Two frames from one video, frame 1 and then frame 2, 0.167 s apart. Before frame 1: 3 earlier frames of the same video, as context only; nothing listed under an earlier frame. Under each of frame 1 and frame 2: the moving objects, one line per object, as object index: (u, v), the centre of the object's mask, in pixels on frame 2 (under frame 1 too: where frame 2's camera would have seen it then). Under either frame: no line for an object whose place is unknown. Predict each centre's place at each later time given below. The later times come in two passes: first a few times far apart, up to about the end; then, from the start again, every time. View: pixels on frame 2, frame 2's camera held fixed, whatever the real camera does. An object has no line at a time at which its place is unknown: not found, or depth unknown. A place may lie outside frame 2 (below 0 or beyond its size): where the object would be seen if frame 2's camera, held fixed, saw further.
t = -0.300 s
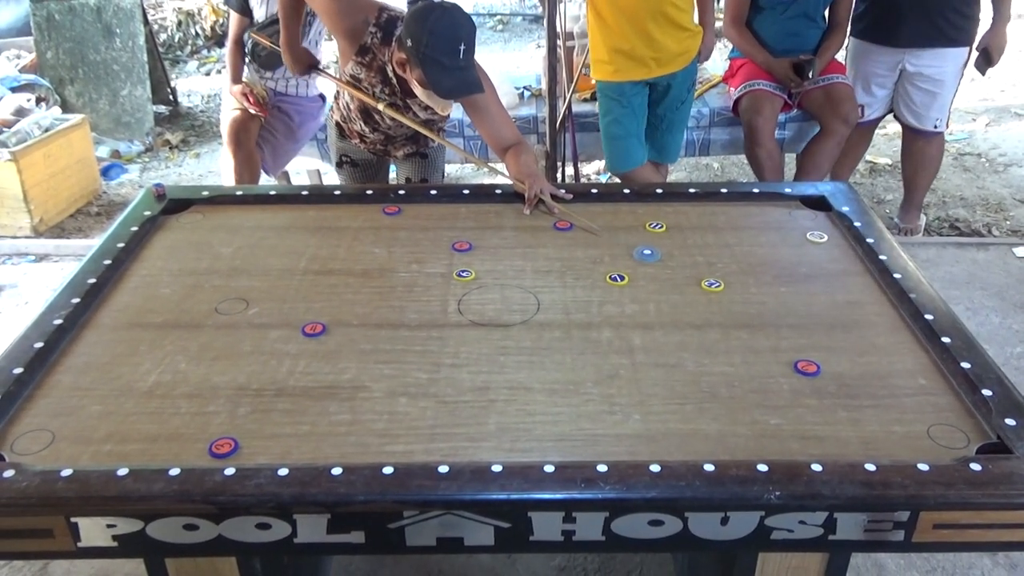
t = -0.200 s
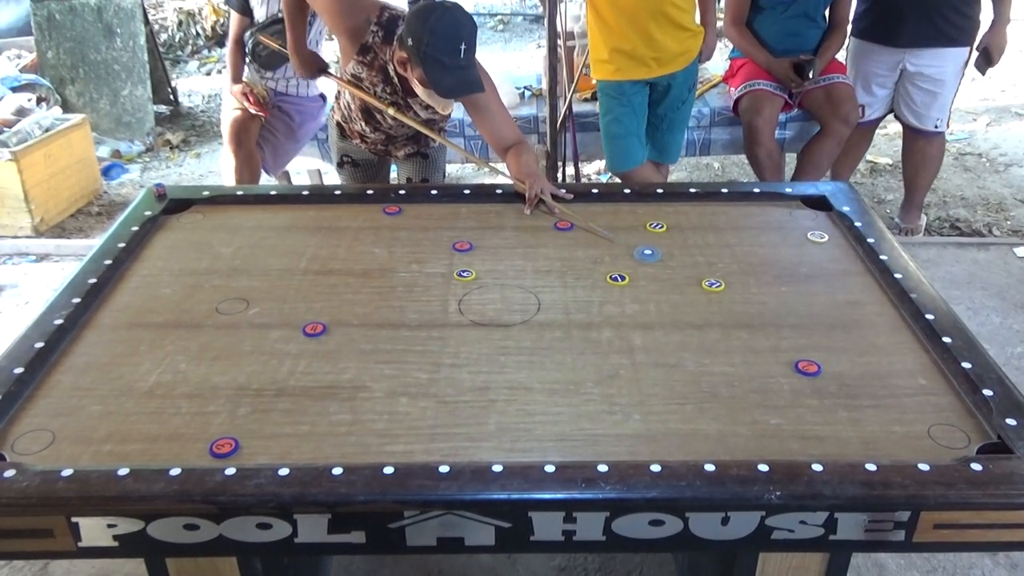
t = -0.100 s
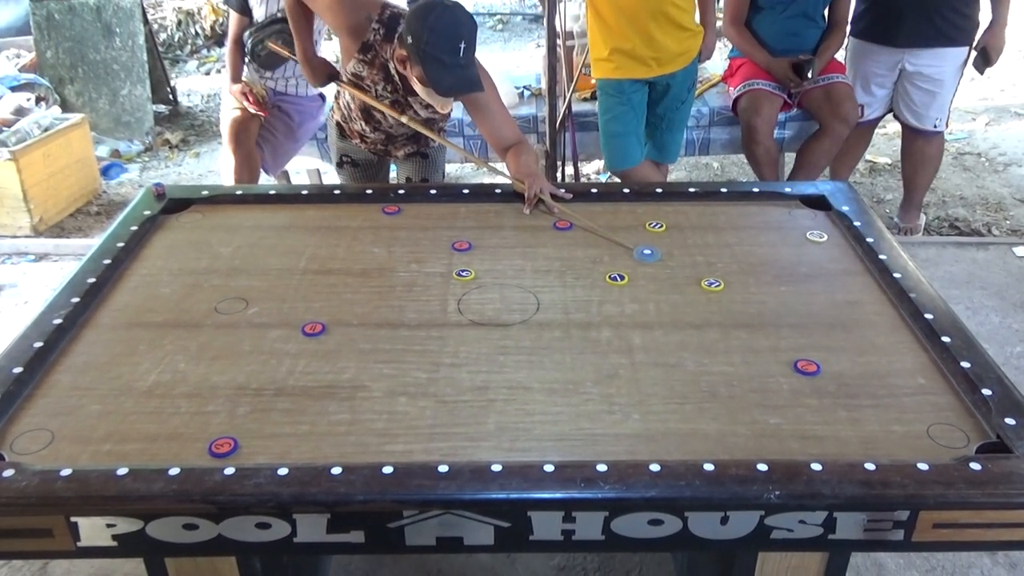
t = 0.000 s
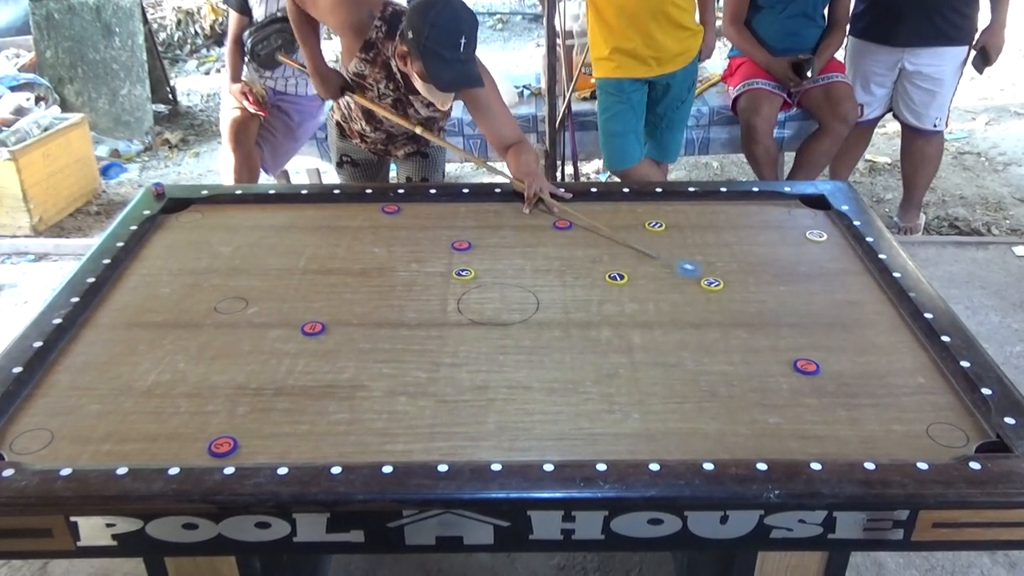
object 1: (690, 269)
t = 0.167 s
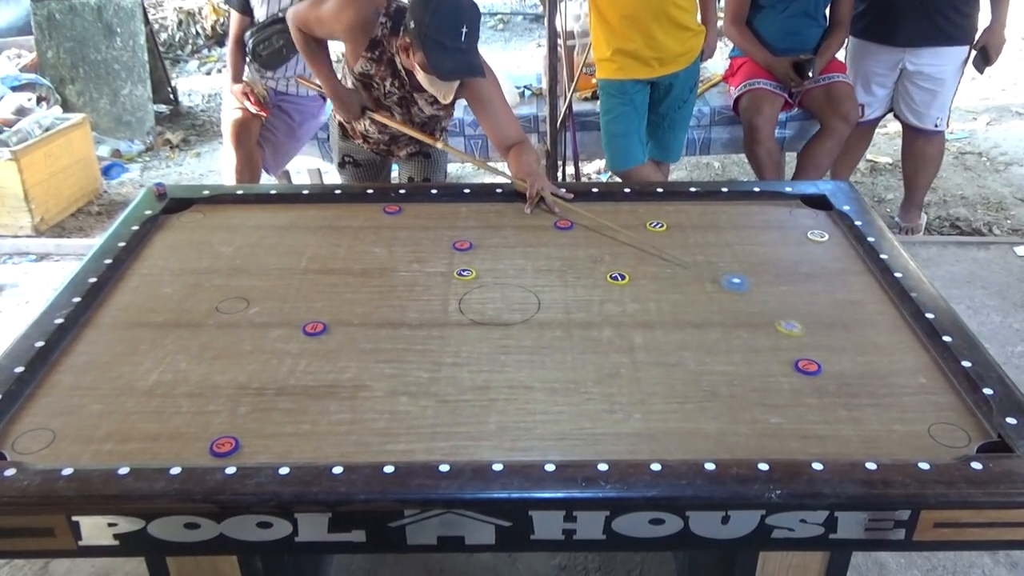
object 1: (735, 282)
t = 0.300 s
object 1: (764, 291)
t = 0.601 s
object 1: (813, 302)
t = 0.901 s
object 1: (832, 306)
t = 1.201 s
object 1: (833, 306)
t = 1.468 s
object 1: (833, 306)
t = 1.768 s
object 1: (833, 306)
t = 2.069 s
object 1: (833, 306)
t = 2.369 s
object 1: (833, 305)
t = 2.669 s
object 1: (833, 305)
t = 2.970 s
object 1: (833, 305)
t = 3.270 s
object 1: (833, 306)
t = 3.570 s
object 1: (833, 306)
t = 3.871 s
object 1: (833, 306)
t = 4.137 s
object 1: (833, 306)
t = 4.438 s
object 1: (833, 306)
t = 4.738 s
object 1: (833, 306)
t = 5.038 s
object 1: (833, 306)
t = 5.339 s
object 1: (833, 306)
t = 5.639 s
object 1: (832, 306)
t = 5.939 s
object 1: (833, 306)
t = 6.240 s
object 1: (833, 306)
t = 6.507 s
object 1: (833, 306)
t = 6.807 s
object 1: (833, 305)
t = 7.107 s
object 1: (833, 305)
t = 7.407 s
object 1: (833, 305)
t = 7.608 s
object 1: (833, 305)
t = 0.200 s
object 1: (743, 284)
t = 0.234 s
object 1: (750, 286)
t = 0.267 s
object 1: (757, 289)
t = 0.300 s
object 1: (764, 291)
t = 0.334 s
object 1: (771, 292)
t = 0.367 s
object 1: (777, 293)
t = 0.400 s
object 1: (783, 296)
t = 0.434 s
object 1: (789, 297)
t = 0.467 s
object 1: (794, 298)
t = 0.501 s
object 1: (800, 300)
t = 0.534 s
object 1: (804, 301)
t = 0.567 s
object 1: (809, 302)
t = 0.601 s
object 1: (813, 302)
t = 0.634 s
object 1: (816, 303)
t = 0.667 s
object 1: (820, 304)
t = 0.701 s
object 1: (822, 305)
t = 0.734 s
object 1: (825, 305)
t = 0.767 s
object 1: (827, 305)
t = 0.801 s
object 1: (829, 306)
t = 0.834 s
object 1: (830, 305)
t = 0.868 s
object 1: (832, 306)
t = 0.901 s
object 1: (832, 306)
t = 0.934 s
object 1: (832, 306)
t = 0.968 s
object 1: (832, 306)
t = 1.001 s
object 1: (832, 306)
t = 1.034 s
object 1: (832, 306)
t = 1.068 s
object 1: (832, 306)
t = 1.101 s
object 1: (833, 305)
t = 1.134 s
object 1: (833, 306)
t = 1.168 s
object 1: (833, 306)
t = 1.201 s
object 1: (833, 306)
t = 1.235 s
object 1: (833, 306)
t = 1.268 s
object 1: (833, 306)
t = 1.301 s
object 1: (833, 306)
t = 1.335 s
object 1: (833, 305)
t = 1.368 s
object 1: (833, 306)
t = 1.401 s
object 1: (833, 306)
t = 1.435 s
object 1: (833, 306)
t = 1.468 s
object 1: (833, 306)
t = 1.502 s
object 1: (833, 306)
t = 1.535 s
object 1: (833, 305)
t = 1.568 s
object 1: (833, 306)
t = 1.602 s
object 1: (833, 306)
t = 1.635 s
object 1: (833, 306)
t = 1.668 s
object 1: (833, 306)
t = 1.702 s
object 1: (833, 306)
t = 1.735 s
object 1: (833, 306)
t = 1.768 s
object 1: (833, 306)
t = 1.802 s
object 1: (833, 306)
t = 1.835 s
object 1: (833, 306)
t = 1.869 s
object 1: (833, 306)
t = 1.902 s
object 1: (833, 306)
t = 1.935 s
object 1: (833, 306)
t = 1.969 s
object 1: (833, 306)
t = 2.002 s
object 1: (833, 306)
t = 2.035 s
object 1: (833, 306)
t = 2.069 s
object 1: (833, 306)
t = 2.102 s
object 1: (833, 306)
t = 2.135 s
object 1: (833, 306)
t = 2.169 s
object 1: (833, 306)
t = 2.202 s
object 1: (833, 306)
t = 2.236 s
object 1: (833, 306)
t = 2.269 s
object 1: (833, 306)
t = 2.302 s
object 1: (833, 306)
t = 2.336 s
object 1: (833, 306)
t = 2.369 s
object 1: (833, 305)
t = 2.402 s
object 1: (833, 305)
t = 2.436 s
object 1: (833, 306)
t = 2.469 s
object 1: (833, 305)
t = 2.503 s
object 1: (833, 305)
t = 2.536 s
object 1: (833, 305)
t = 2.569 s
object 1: (833, 305)
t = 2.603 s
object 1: (833, 305)
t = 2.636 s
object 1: (833, 305)
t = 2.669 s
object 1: (833, 305)
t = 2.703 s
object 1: (833, 305)
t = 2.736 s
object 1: (833, 305)
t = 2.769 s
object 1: (833, 305)
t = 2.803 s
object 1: (833, 305)
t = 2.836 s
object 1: (833, 305)
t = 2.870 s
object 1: (833, 305)
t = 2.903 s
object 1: (833, 305)
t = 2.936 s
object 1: (833, 305)
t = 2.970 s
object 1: (833, 305)
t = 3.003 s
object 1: (833, 305)
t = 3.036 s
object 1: (833, 305)
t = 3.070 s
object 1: (833, 305)
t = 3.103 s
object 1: (833, 306)
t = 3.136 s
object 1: (833, 306)
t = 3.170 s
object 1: (833, 306)
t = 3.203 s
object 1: (833, 306)
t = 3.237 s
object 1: (833, 306)
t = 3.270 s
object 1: (833, 306)
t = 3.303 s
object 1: (833, 306)
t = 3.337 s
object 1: (833, 306)
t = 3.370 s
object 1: (833, 306)
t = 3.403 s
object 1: (833, 306)
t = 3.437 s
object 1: (833, 306)
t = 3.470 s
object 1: (833, 306)
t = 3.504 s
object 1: (833, 306)
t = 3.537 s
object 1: (833, 306)
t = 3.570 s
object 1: (833, 306)
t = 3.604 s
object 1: (833, 306)
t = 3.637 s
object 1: (833, 306)
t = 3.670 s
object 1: (832, 306)
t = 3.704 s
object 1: (833, 306)
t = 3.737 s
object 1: (833, 306)
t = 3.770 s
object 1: (833, 306)
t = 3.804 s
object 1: (833, 306)
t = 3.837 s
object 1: (833, 306)
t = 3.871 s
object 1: (833, 306)
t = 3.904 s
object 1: (833, 306)
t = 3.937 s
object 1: (833, 306)
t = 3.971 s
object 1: (833, 306)
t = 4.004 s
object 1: (833, 306)
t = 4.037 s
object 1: (833, 306)
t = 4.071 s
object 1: (833, 305)
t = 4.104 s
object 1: (833, 306)
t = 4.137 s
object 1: (833, 306)
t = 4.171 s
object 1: (833, 306)
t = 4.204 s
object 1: (833, 306)
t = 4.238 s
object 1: (833, 306)
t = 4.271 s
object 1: (833, 306)
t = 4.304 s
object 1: (833, 305)
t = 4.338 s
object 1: (833, 306)
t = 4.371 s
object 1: (833, 306)
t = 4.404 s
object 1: (833, 305)
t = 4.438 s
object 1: (833, 306)
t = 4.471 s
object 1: (833, 306)
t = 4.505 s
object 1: (833, 306)
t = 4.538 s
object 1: (833, 306)
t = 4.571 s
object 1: (833, 306)
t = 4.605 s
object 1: (832, 306)
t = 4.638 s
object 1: (833, 305)
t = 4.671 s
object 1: (833, 306)
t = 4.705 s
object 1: (833, 306)
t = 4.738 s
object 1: (833, 306)
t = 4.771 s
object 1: (833, 306)
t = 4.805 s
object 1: (833, 306)
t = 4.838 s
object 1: (833, 306)
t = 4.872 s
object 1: (833, 306)
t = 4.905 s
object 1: (833, 306)
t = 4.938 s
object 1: (833, 306)
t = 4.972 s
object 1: (833, 306)
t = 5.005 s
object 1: (833, 306)
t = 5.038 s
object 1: (833, 306)
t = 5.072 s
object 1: (833, 306)
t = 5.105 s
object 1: (833, 306)
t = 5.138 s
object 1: (833, 306)
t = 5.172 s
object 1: (833, 305)
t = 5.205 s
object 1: (833, 306)
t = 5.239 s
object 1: (833, 305)
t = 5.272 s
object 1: (833, 306)
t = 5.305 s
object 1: (833, 306)
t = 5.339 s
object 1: (833, 306)
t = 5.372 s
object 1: (833, 306)
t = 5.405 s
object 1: (832, 305)
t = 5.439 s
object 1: (833, 306)
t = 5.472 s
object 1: (833, 306)
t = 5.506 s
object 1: (833, 306)
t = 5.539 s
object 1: (832, 306)
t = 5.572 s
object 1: (832, 305)
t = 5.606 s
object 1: (832, 305)
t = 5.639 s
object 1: (832, 306)
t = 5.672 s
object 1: (832, 306)
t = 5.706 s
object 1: (832, 305)
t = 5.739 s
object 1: (832, 306)
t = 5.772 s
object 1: (832, 306)
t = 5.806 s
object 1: (832, 305)
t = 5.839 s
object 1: (832, 306)
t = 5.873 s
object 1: (833, 306)
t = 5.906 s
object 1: (833, 306)
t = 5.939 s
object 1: (833, 306)
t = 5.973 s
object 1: (833, 306)
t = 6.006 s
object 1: (833, 306)
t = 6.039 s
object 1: (833, 306)
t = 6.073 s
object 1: (833, 306)
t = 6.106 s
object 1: (833, 306)
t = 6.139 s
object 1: (833, 306)
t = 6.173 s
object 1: (833, 306)
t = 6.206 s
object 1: (833, 306)
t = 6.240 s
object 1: (833, 306)
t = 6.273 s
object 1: (833, 306)
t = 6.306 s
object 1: (833, 306)
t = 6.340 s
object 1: (833, 306)
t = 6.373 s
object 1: (833, 306)
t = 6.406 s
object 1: (833, 306)
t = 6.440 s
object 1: (833, 306)
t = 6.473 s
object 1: (833, 306)
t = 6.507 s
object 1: (833, 306)
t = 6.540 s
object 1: (833, 306)
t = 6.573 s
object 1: (833, 306)
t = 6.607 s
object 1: (833, 305)
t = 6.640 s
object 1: (833, 305)
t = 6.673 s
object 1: (833, 305)
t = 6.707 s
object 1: (833, 305)
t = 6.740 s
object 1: (833, 305)
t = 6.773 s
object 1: (833, 305)
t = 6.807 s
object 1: (833, 305)
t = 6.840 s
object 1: (833, 305)
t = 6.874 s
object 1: (833, 305)
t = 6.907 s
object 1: (833, 305)
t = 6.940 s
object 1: (833, 305)
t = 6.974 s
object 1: (833, 305)
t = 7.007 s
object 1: (832, 305)
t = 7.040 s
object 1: (833, 305)
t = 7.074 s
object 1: (832, 305)
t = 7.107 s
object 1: (833, 305)
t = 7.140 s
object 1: (833, 305)
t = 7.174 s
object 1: (833, 305)
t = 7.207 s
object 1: (833, 305)
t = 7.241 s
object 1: (833, 305)
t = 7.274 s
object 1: (833, 305)
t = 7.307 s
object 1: (833, 305)
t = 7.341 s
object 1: (833, 305)
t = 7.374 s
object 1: (833, 305)
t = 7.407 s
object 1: (833, 305)
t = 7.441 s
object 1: (833, 305)
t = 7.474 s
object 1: (833, 305)
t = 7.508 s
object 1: (833, 305)
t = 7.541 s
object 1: (833, 305)
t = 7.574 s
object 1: (833, 305)
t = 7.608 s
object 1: (833, 305)
